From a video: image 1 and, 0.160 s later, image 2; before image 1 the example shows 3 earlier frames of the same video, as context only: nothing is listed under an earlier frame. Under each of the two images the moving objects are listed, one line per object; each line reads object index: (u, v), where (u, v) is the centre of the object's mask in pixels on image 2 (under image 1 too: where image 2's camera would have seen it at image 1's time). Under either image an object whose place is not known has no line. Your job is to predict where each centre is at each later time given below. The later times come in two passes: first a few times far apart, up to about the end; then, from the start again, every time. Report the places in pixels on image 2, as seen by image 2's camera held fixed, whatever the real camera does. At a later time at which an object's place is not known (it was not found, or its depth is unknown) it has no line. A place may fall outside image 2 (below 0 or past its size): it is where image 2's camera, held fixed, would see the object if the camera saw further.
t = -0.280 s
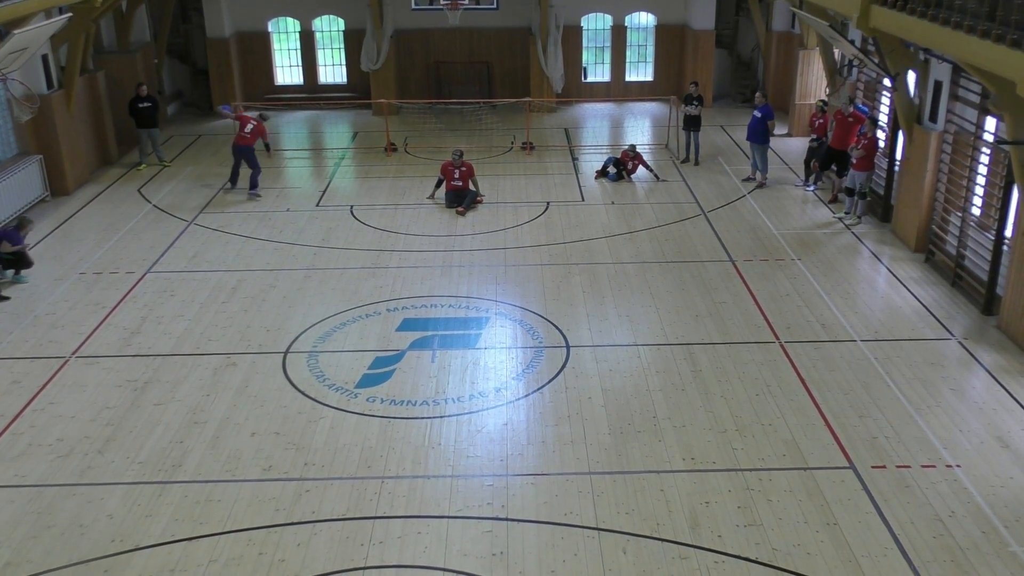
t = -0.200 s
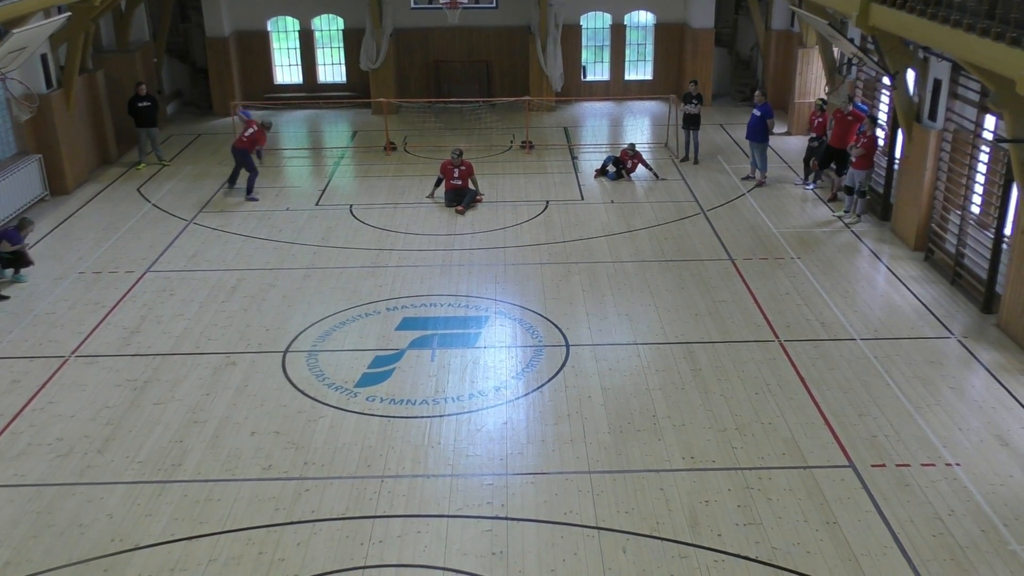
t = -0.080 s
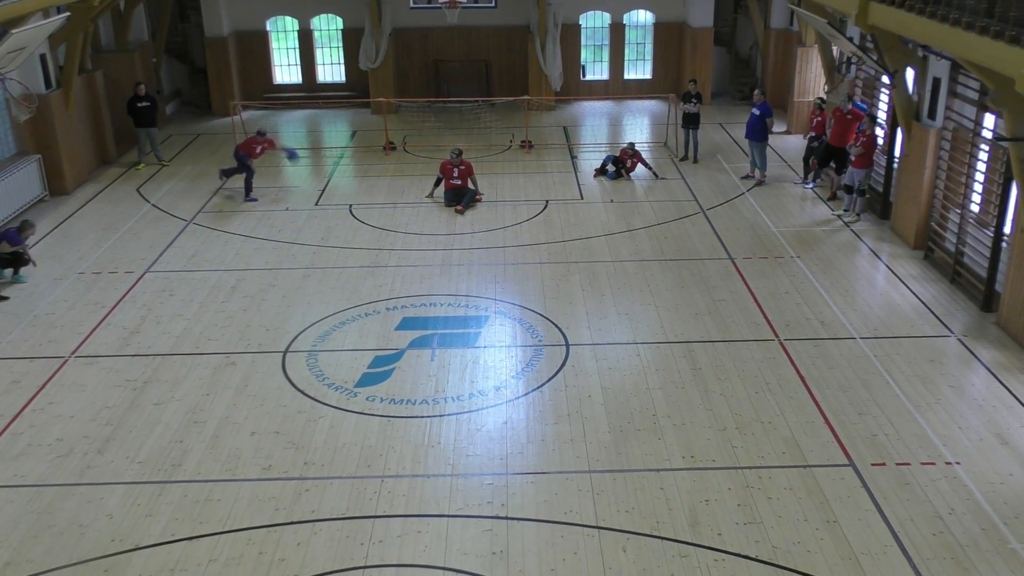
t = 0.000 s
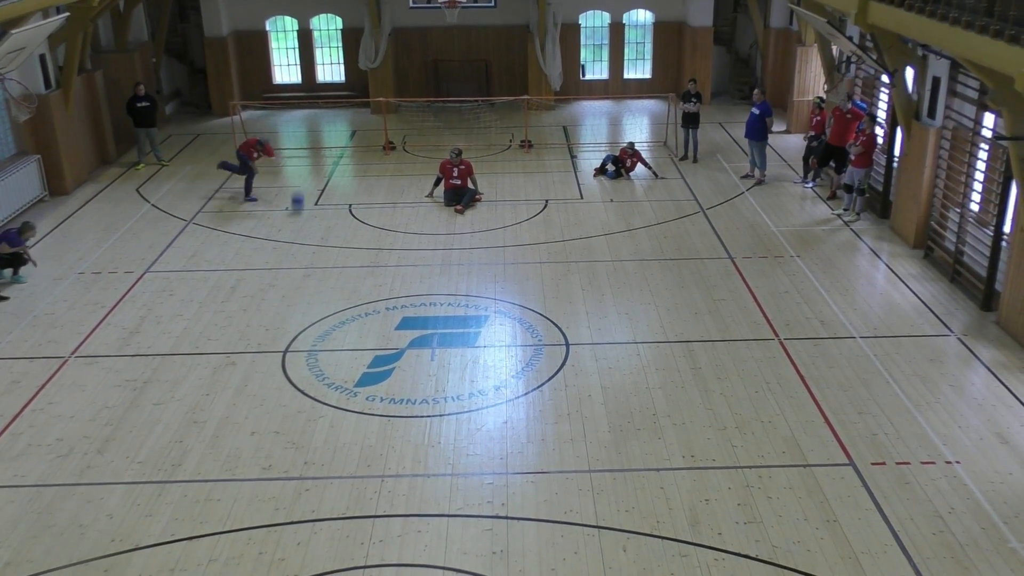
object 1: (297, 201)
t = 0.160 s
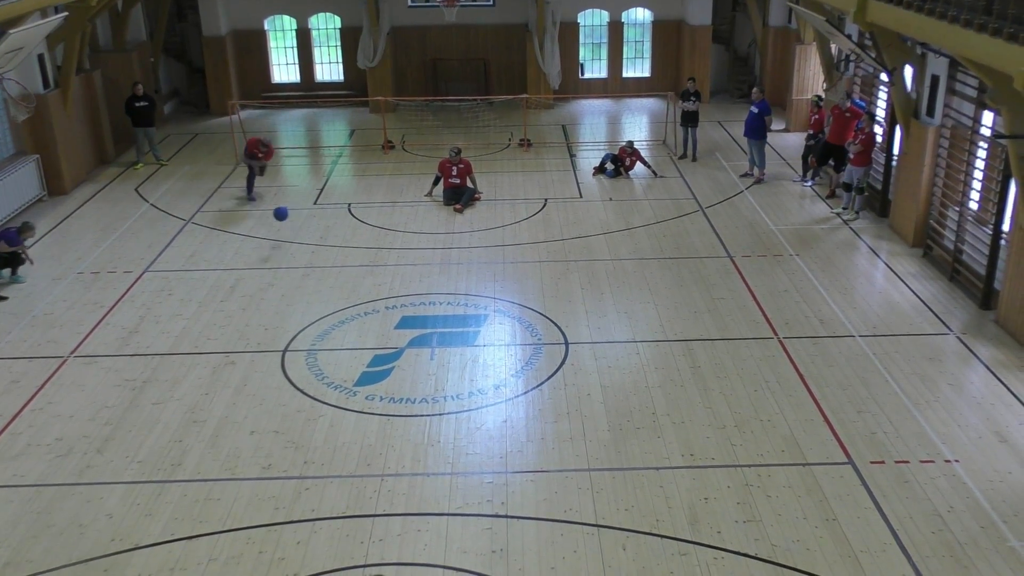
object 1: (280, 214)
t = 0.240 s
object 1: (271, 221)
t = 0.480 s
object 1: (241, 274)
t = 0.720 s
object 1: (207, 399)
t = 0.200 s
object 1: (276, 217)
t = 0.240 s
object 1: (271, 221)
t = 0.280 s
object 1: (265, 225)
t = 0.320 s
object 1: (261, 232)
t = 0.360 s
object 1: (256, 240)
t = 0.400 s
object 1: (251, 249)
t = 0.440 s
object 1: (247, 261)
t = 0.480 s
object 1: (241, 274)
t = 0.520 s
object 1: (236, 290)
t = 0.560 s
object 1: (231, 306)
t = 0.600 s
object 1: (225, 326)
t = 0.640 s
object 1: (219, 348)
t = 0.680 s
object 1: (213, 372)
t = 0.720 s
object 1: (207, 399)
